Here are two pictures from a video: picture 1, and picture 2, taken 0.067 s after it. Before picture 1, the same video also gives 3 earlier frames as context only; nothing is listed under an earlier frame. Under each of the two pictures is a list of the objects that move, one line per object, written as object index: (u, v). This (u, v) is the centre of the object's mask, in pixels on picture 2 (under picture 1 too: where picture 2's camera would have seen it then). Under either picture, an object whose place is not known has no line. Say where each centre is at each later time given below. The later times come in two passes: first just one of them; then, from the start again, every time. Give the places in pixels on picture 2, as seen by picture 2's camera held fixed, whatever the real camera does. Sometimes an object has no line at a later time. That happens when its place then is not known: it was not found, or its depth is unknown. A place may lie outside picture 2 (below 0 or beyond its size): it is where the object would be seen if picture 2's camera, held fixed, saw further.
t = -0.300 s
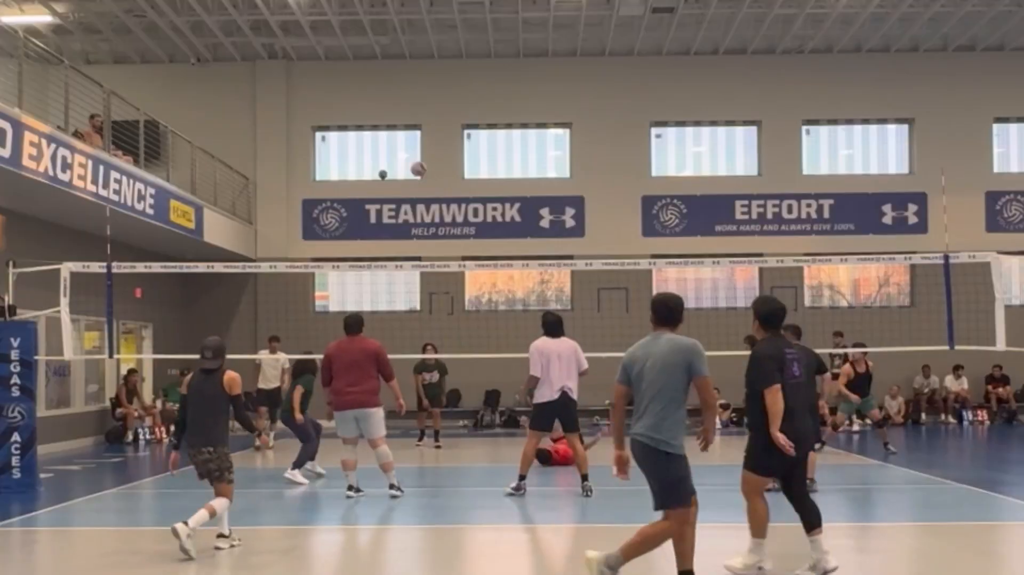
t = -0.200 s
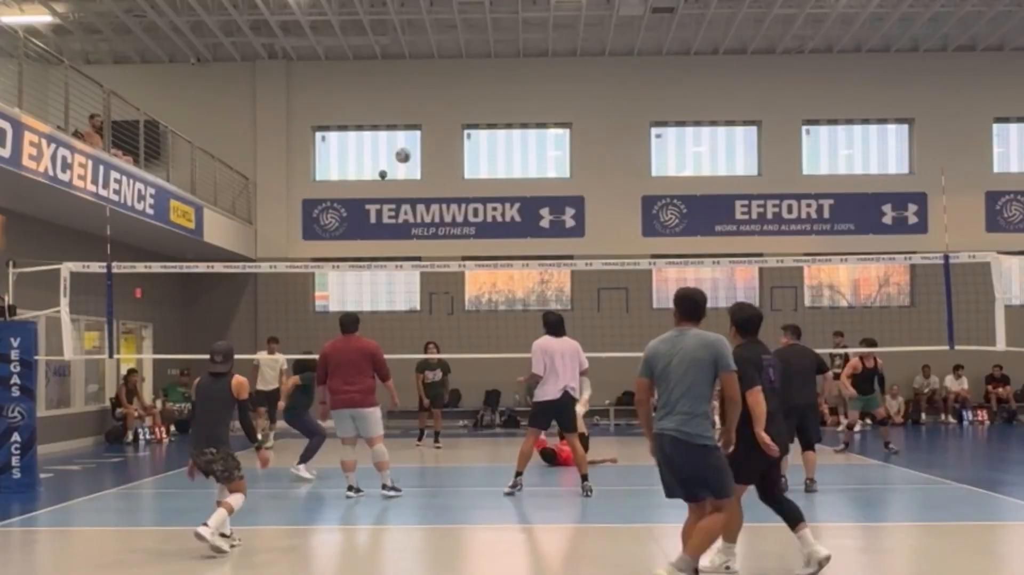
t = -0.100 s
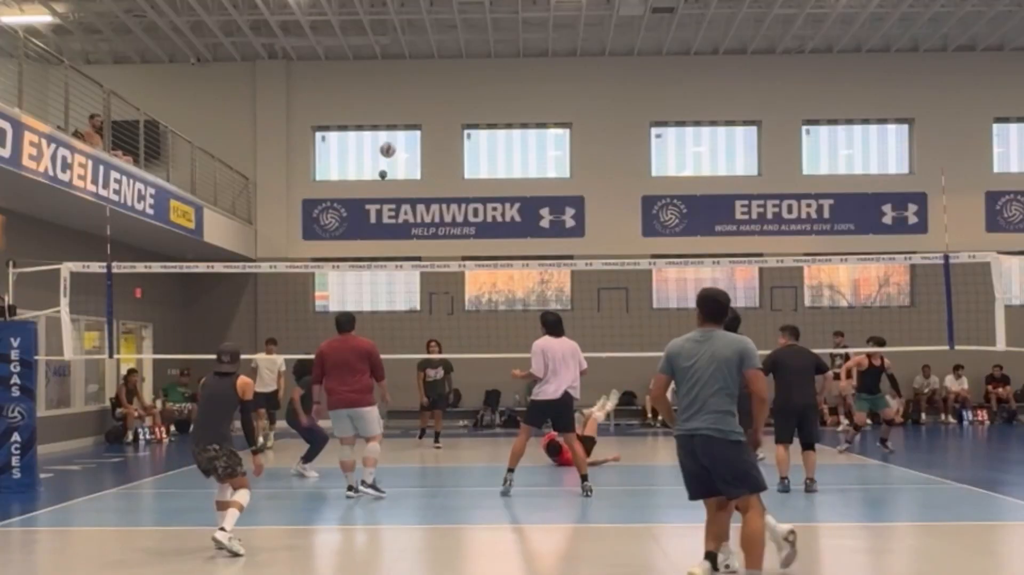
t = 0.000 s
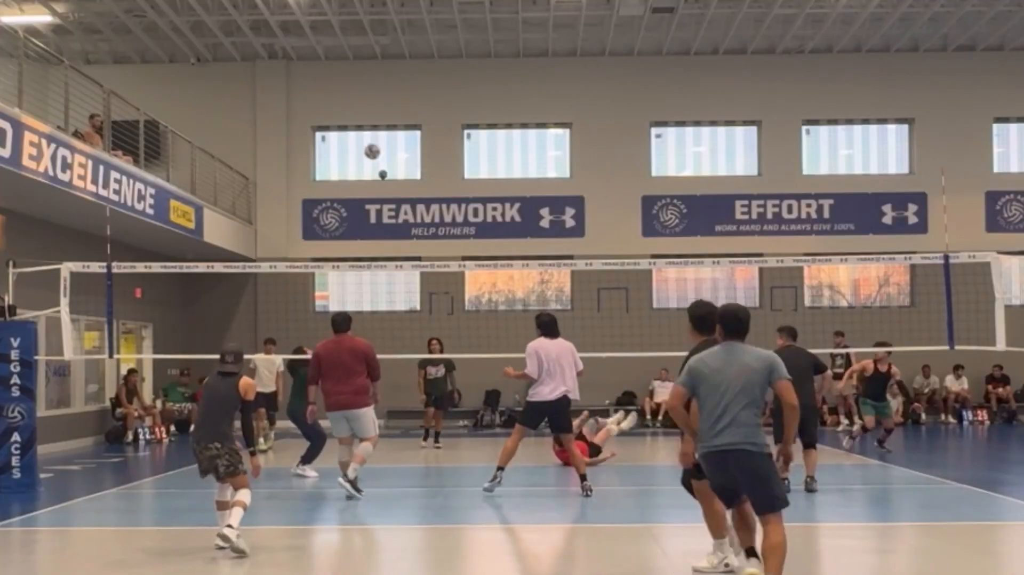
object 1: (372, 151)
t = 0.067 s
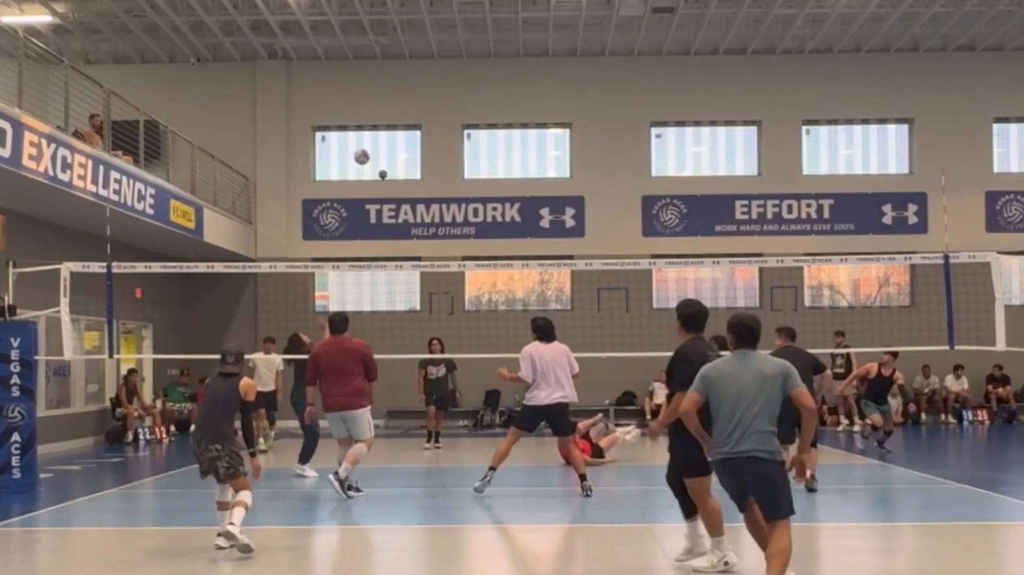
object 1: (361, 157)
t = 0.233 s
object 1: (335, 186)
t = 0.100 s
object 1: (356, 160)
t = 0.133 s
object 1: (351, 165)
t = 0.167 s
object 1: (346, 171)
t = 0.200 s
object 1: (340, 178)
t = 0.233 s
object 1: (335, 186)
